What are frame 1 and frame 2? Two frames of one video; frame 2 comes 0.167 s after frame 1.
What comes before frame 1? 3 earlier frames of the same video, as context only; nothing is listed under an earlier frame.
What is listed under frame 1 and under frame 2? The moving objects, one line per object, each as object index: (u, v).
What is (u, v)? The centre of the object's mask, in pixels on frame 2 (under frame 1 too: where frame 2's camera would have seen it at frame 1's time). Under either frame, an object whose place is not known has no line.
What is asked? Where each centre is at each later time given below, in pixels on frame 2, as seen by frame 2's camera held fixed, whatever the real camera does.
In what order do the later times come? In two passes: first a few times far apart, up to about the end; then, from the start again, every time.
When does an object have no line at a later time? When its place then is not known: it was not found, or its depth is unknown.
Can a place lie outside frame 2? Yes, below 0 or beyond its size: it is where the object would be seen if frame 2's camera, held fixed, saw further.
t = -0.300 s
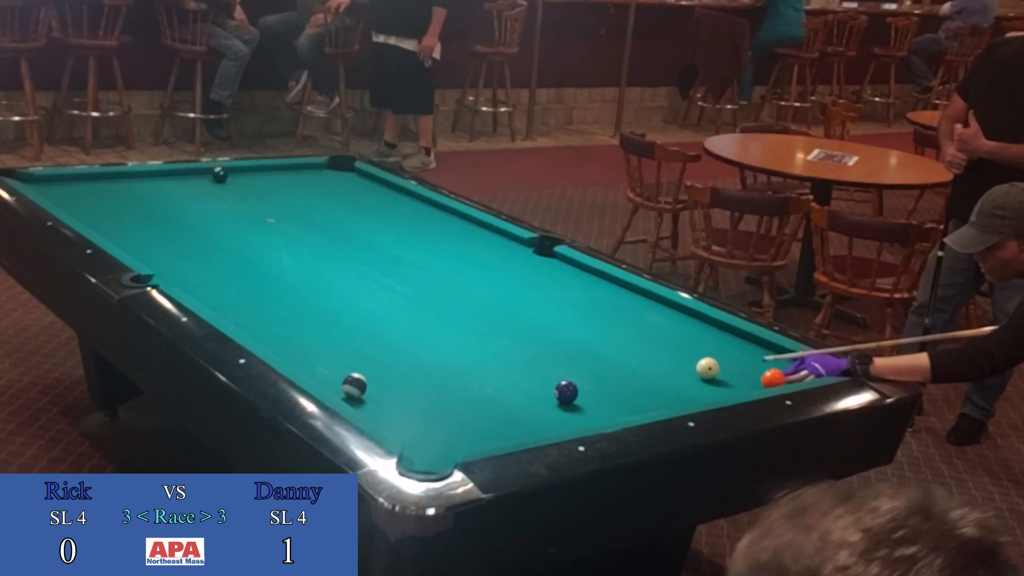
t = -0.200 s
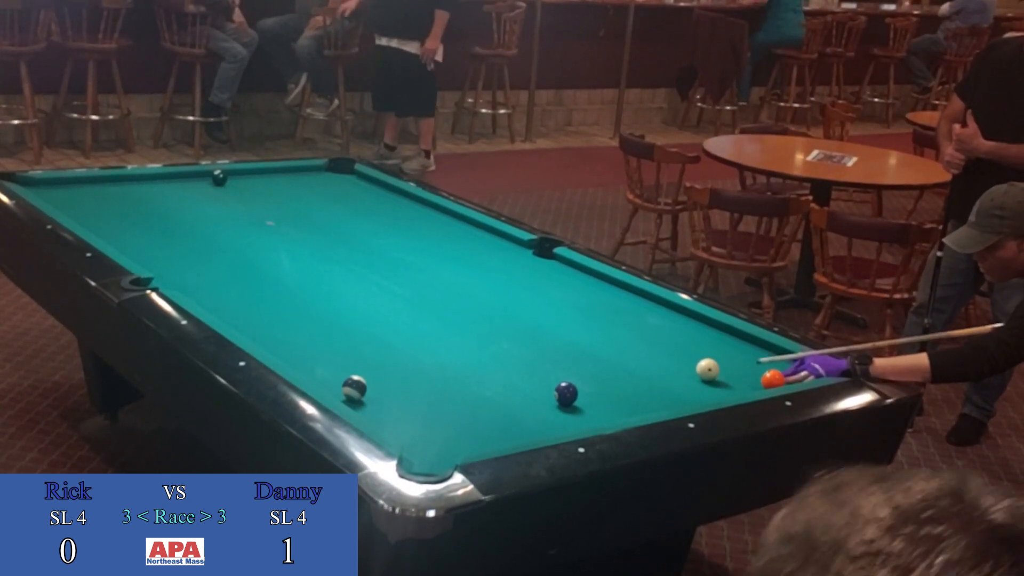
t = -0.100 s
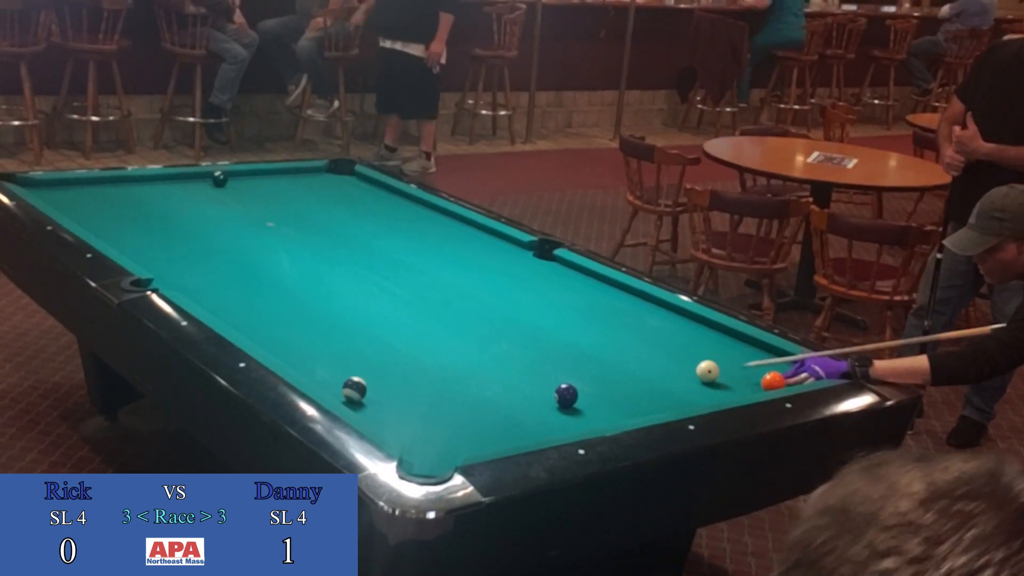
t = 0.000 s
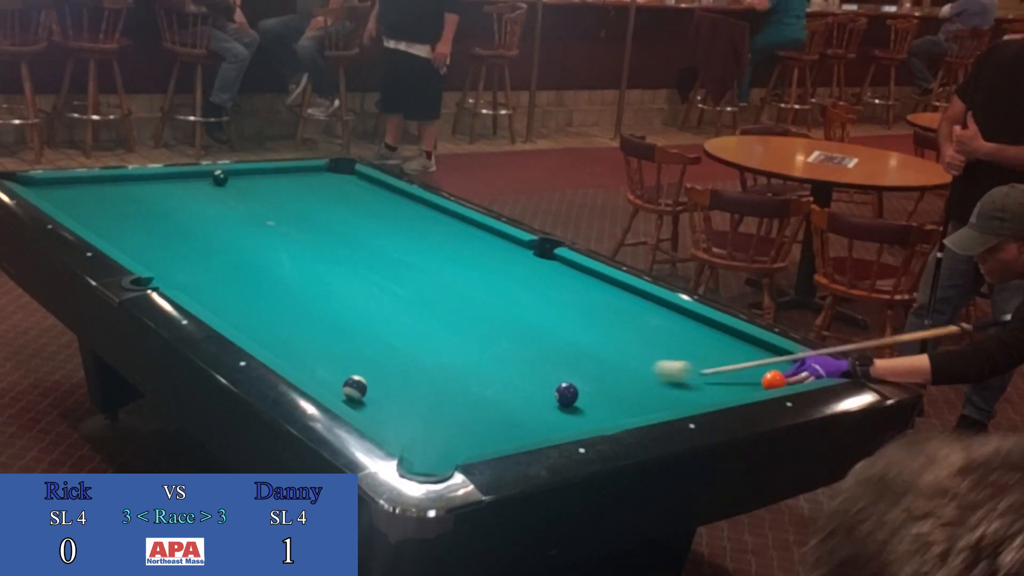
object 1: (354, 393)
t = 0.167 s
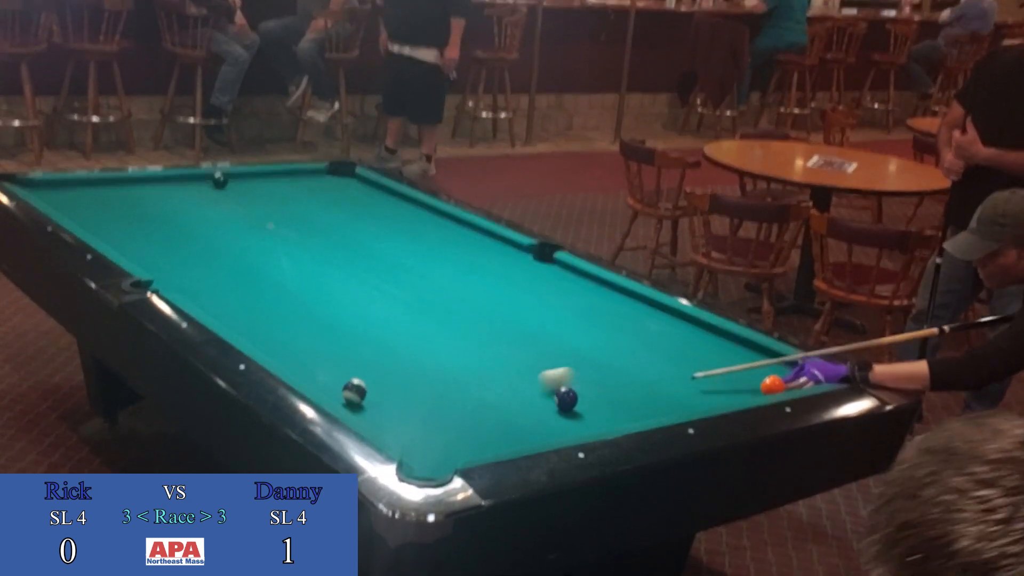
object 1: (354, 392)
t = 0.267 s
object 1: (354, 393)
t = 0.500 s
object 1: (351, 394)
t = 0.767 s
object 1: (375, 397)
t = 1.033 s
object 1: (418, 397)
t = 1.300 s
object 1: (457, 395)
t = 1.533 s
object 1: (489, 393)
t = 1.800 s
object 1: (523, 391)
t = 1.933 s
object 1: (538, 391)
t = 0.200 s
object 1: (354, 392)
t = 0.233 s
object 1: (354, 393)
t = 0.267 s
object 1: (354, 393)
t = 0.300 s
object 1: (354, 393)
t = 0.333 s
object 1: (354, 392)
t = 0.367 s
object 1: (354, 392)
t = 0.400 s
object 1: (354, 392)
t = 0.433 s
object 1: (354, 392)
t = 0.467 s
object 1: (354, 392)
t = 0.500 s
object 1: (351, 394)
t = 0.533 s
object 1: (345, 395)
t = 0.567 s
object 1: (340, 395)
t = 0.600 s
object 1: (347, 398)
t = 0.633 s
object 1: (352, 400)
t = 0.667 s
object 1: (357, 400)
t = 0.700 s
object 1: (363, 400)
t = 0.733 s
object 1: (369, 398)
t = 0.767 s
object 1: (375, 397)
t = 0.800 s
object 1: (381, 398)
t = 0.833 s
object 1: (386, 398)
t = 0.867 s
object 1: (391, 398)
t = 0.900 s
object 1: (397, 397)
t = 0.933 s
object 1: (403, 397)
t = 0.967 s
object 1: (408, 397)
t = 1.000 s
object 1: (413, 397)
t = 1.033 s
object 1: (418, 397)
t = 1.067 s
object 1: (423, 397)
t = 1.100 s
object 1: (428, 396)
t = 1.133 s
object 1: (433, 395)
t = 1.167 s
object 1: (438, 394)
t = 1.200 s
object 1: (444, 395)
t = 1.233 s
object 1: (449, 395)
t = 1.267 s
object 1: (453, 395)
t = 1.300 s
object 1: (457, 395)
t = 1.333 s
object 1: (462, 394)
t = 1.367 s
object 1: (467, 394)
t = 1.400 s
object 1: (472, 393)
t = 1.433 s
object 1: (477, 393)
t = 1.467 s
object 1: (481, 393)
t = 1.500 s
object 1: (485, 393)
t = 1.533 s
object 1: (489, 393)
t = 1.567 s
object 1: (493, 393)
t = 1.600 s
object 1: (498, 393)
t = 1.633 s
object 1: (502, 392)
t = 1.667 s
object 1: (507, 392)
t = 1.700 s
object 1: (511, 391)
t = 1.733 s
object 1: (515, 391)
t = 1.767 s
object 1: (519, 391)
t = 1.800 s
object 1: (523, 391)
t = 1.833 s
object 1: (526, 392)
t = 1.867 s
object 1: (530, 391)
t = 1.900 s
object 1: (534, 390)
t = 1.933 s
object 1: (538, 391)
